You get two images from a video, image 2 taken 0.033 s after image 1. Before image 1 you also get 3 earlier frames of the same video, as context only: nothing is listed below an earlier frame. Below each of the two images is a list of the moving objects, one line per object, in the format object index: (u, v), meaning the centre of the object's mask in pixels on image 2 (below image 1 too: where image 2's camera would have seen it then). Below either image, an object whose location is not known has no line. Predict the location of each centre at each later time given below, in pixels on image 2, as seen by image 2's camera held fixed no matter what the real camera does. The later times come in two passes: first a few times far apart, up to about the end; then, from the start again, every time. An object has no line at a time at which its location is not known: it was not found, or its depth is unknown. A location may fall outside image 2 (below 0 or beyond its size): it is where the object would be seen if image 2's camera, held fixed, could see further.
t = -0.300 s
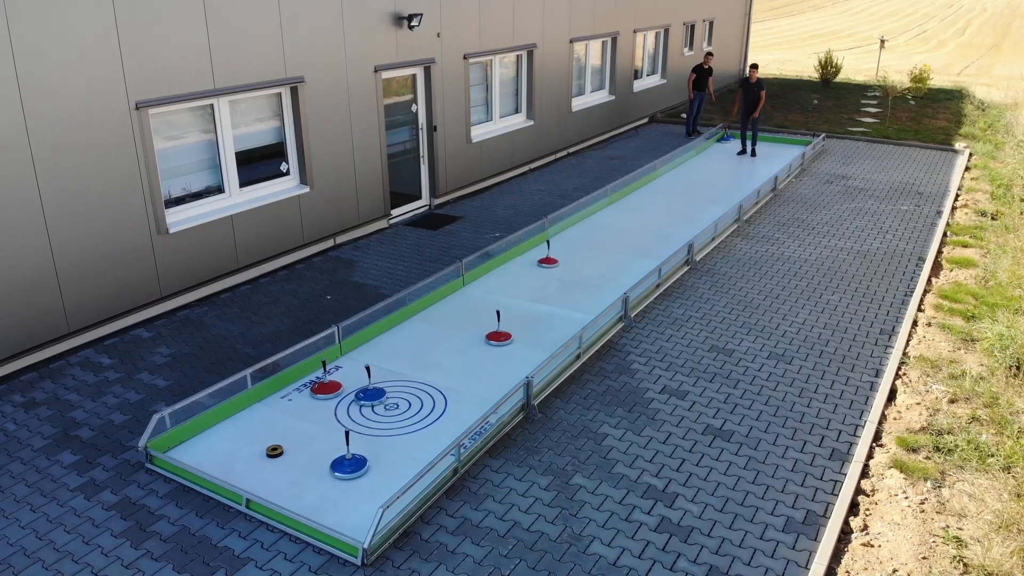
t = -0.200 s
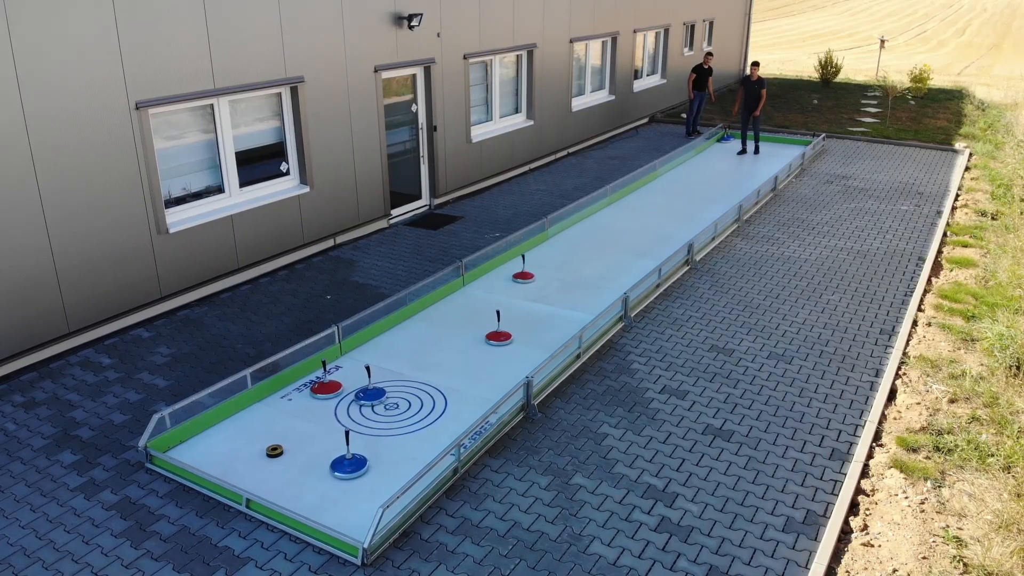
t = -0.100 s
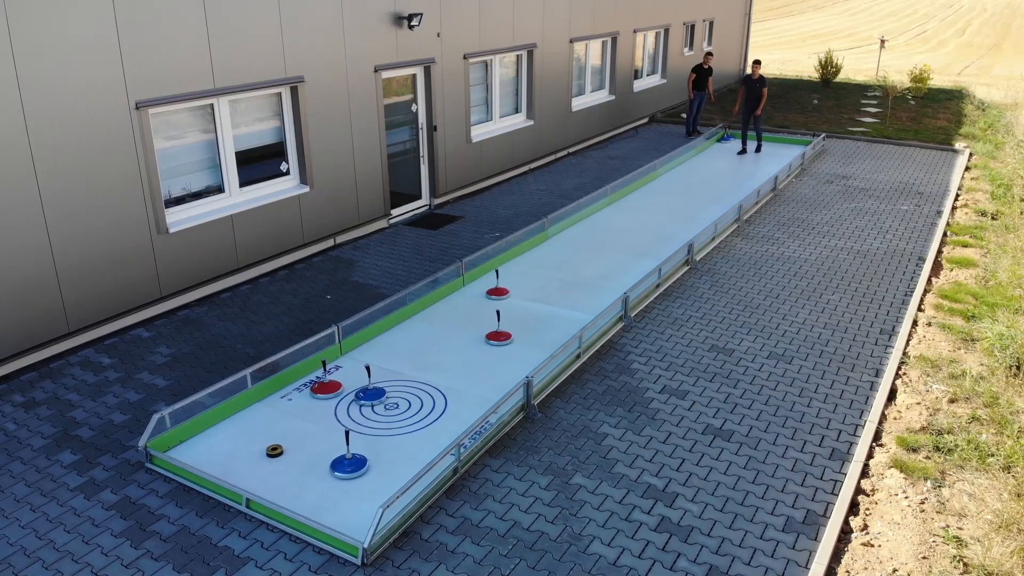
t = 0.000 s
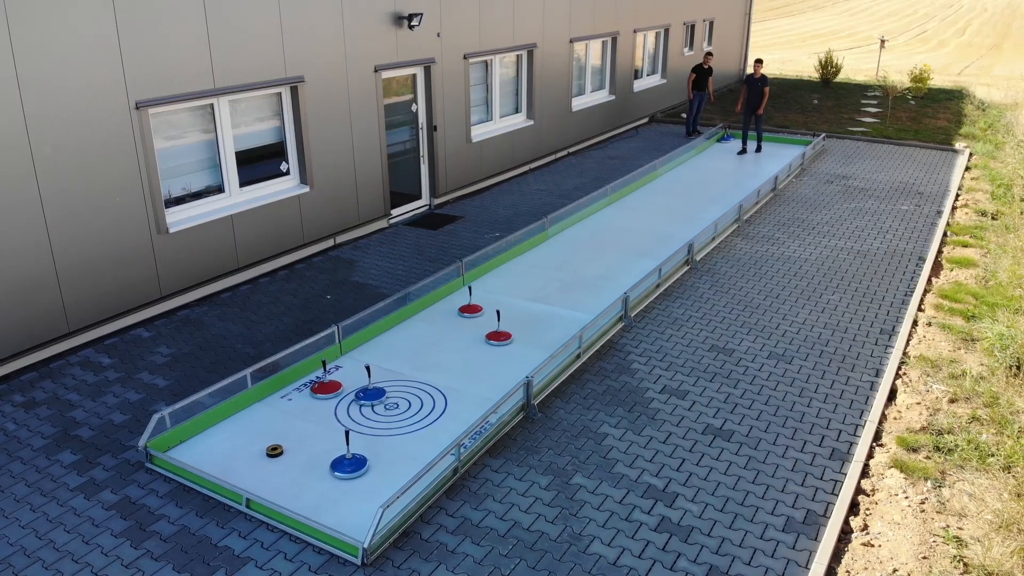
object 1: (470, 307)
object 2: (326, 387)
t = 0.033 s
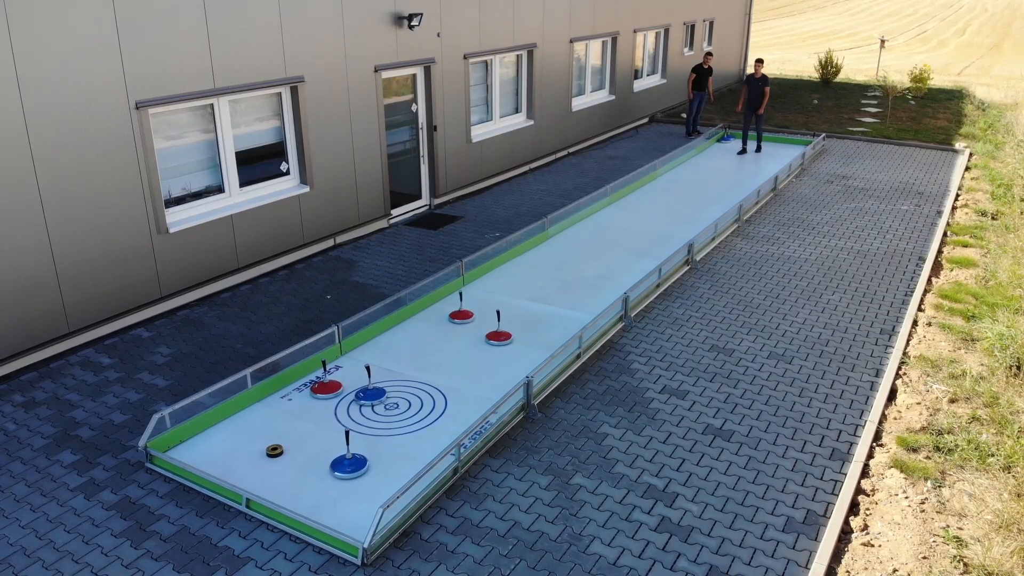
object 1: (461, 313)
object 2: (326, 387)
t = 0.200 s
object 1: (413, 344)
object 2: (326, 387)
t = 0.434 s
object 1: (352, 382)
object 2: (310, 392)
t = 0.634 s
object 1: (343, 389)
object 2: (262, 406)
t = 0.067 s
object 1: (452, 319)
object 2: (326, 387)
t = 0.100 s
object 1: (442, 326)
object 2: (326, 387)
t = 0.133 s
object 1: (433, 331)
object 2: (326, 387)
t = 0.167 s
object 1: (423, 337)
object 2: (326, 387)
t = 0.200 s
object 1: (413, 344)
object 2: (326, 387)
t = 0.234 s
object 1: (403, 350)
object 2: (326, 387)
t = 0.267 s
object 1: (392, 357)
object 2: (326, 387)
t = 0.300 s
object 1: (383, 363)
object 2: (326, 387)
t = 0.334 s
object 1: (371, 370)
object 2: (326, 387)
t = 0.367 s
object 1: (357, 376)
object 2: (326, 387)
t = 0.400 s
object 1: (354, 380)
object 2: (319, 389)
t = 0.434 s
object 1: (352, 382)
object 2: (310, 392)
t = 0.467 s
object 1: (351, 384)
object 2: (301, 394)
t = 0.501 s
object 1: (349, 385)
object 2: (292, 397)
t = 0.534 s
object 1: (347, 386)
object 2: (284, 399)
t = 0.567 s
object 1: (346, 388)
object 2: (276, 401)
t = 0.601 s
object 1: (344, 389)
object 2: (269, 404)
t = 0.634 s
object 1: (343, 389)
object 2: (262, 406)
